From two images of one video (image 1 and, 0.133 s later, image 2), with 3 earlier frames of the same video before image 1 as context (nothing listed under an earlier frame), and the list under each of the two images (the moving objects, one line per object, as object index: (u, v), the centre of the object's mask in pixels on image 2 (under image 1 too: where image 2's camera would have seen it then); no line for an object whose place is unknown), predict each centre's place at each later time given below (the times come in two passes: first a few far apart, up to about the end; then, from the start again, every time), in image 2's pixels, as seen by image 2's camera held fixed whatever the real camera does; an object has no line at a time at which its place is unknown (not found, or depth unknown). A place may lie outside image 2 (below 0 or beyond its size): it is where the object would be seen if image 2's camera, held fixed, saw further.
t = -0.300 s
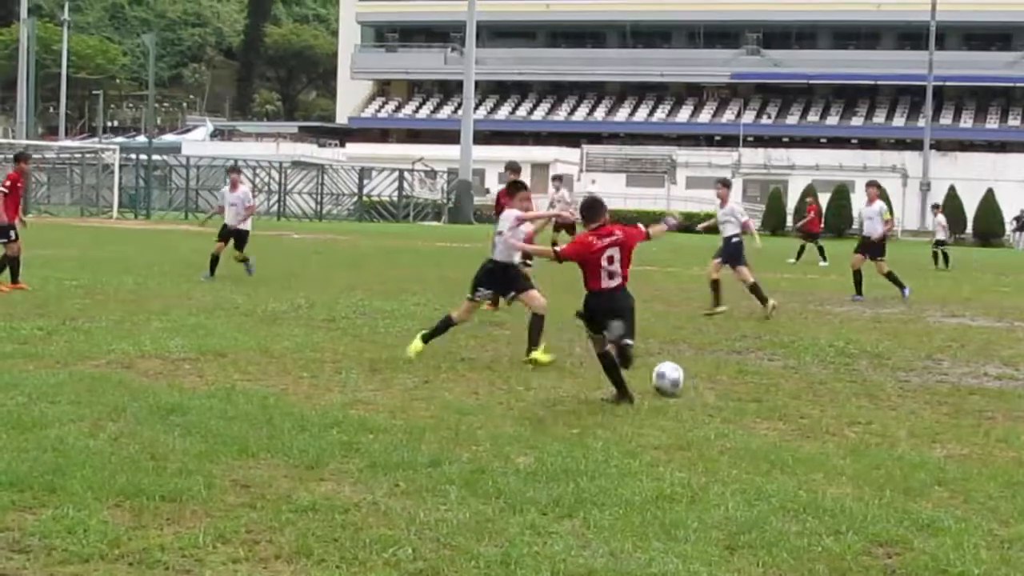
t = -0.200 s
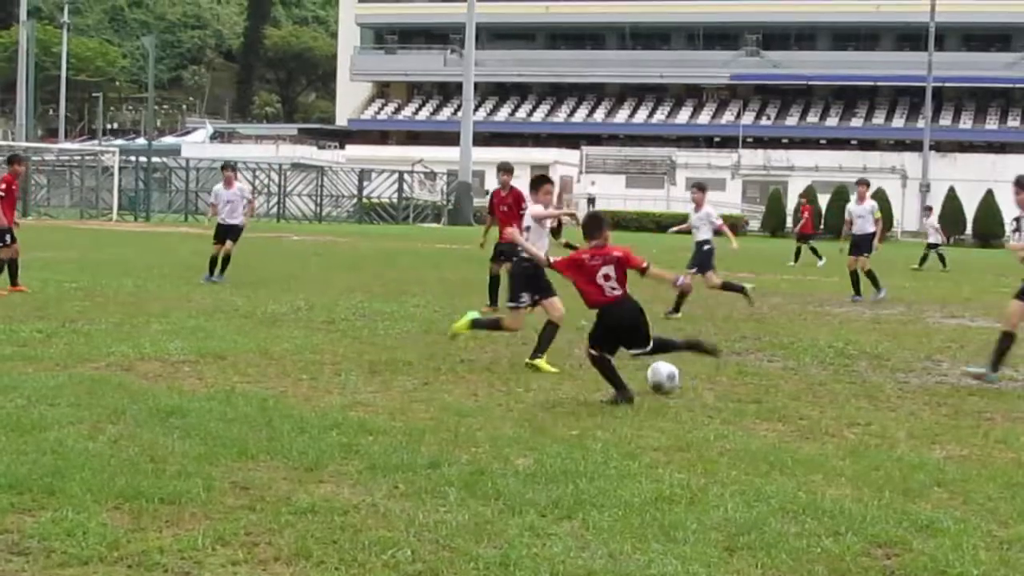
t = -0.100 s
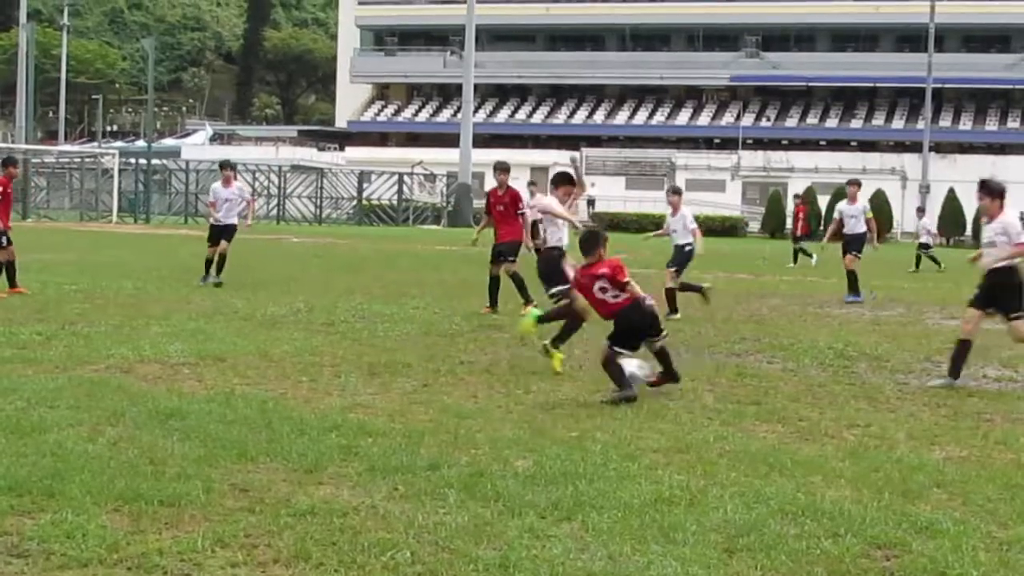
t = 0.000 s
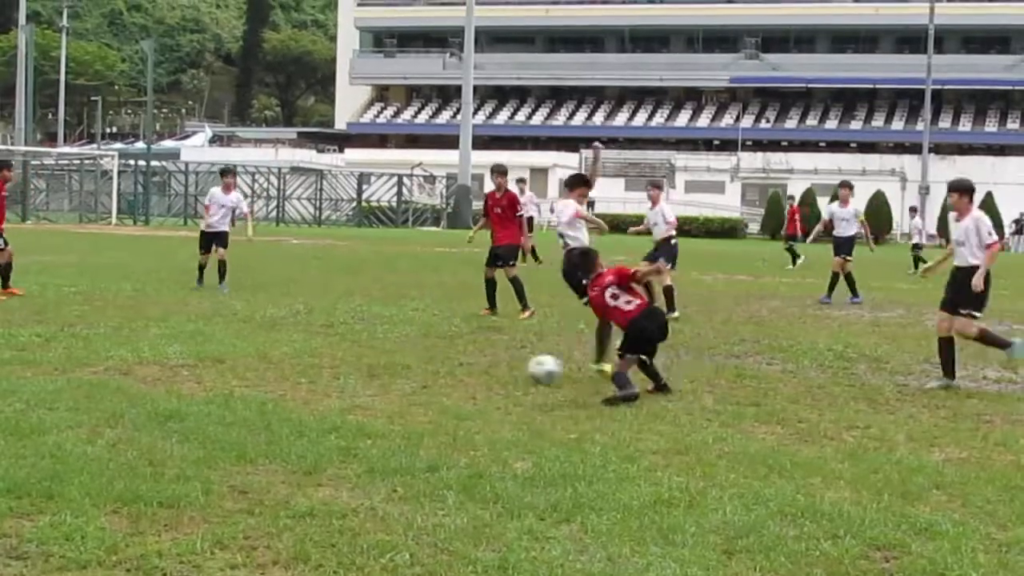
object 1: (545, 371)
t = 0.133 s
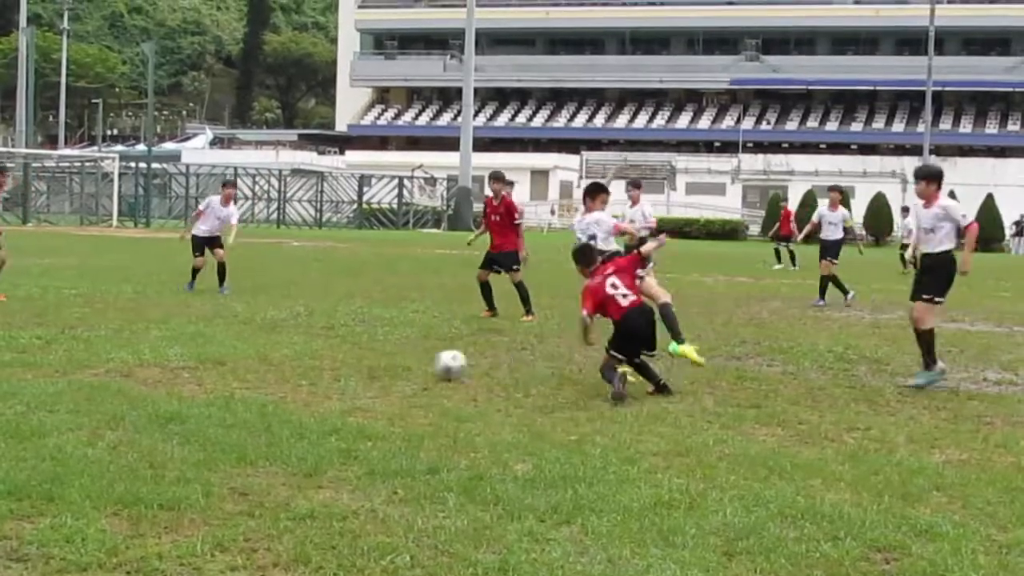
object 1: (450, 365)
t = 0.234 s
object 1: (393, 358)
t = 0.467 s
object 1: (299, 350)
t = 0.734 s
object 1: (226, 341)
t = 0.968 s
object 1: (172, 335)
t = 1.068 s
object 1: (149, 329)
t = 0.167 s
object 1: (430, 361)
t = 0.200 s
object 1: (412, 359)
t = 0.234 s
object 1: (393, 358)
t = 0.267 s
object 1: (375, 358)
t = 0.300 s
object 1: (360, 357)
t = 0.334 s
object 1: (345, 355)
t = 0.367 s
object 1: (331, 356)
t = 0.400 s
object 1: (321, 354)
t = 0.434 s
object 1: (309, 351)
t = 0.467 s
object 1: (299, 350)
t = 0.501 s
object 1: (288, 351)
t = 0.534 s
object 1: (279, 350)
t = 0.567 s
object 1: (269, 348)
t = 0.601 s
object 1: (261, 347)
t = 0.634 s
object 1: (252, 346)
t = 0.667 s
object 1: (243, 345)
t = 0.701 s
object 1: (234, 342)
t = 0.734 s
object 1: (226, 341)
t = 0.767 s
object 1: (218, 340)
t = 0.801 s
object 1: (210, 340)
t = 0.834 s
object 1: (202, 338)
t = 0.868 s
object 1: (194, 337)
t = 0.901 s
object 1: (185, 335)
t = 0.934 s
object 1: (179, 335)
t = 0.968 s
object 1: (172, 335)
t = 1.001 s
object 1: (168, 333)
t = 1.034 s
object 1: (159, 332)
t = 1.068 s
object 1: (149, 329)
